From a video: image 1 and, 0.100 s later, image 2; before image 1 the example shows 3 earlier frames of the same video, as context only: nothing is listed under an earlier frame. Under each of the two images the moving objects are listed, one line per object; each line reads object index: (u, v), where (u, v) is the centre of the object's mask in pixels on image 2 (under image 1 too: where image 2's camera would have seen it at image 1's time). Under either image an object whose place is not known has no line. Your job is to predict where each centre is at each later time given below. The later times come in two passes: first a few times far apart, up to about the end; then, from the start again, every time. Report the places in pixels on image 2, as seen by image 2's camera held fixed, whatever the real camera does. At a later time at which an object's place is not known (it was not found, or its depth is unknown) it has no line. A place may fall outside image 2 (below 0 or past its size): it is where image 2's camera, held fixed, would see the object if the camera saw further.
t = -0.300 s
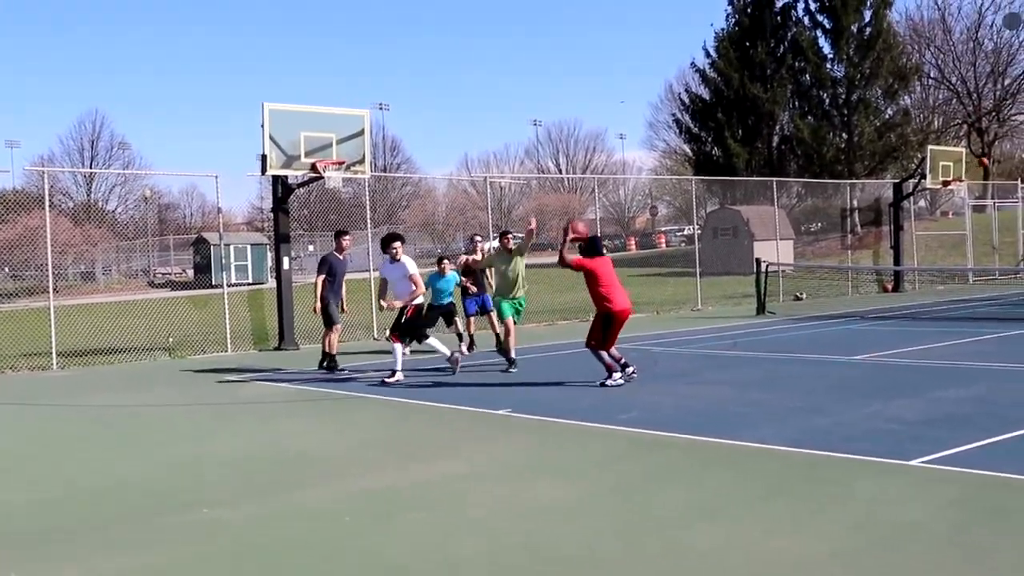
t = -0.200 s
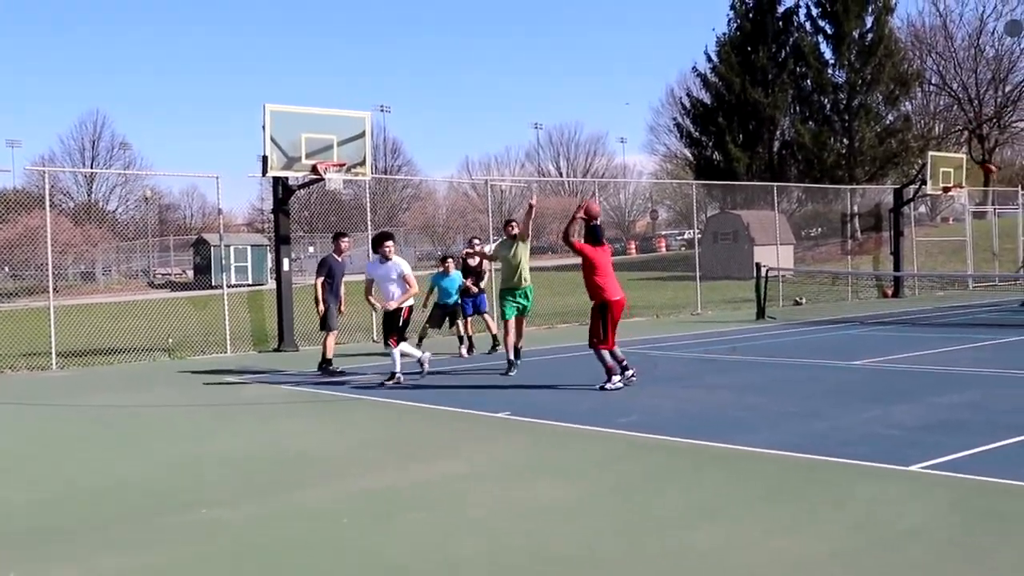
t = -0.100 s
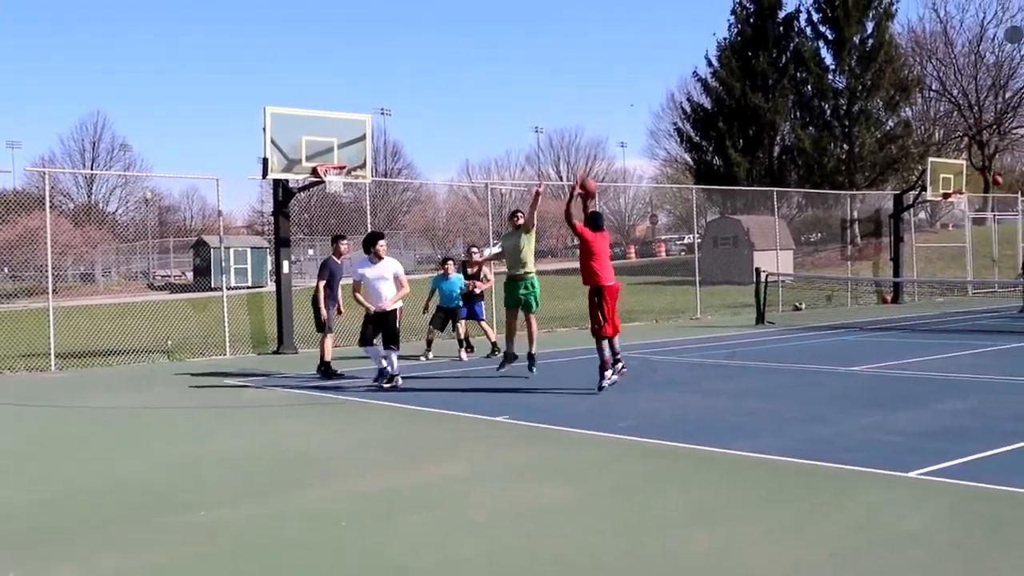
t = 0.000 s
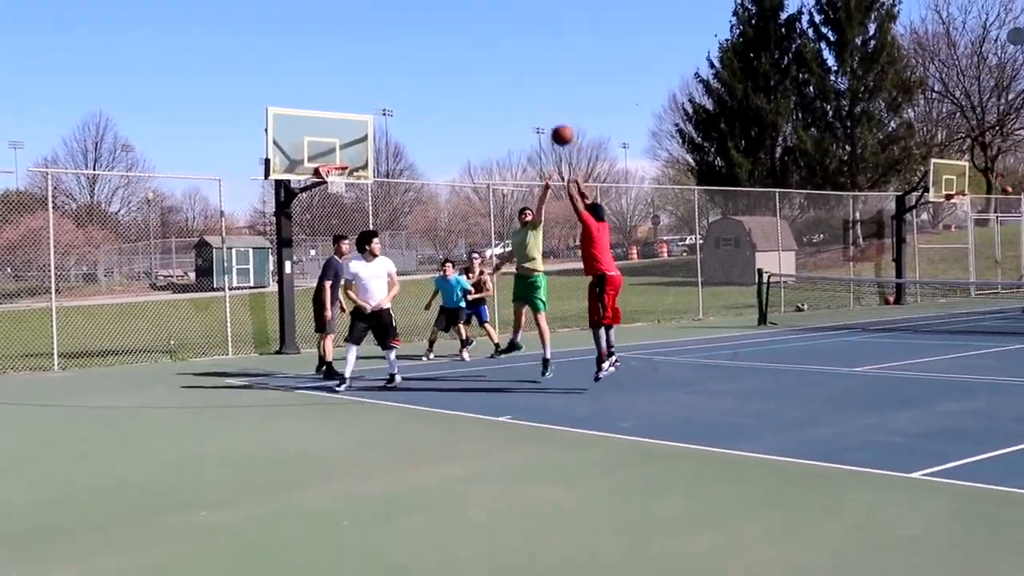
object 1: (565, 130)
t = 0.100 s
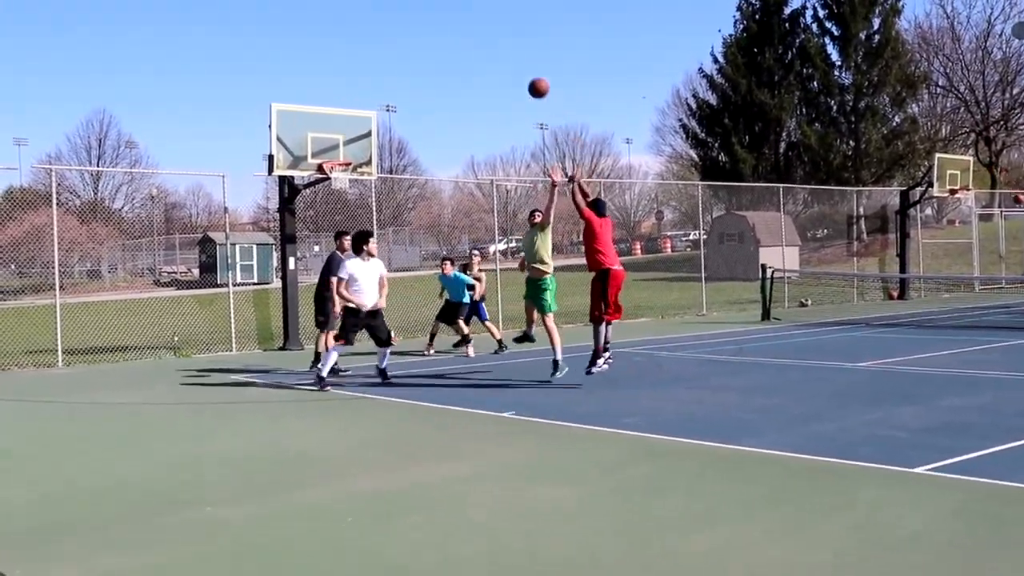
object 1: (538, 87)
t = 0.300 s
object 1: (489, 37)
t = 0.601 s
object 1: (427, 28)
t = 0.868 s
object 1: (385, 76)
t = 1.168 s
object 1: (351, 150)
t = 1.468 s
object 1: (358, 135)
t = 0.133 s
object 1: (529, 76)
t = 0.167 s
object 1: (521, 66)
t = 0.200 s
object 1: (513, 57)
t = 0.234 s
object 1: (505, 49)
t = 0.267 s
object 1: (497, 42)
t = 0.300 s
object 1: (489, 37)
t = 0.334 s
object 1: (482, 32)
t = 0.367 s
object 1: (475, 28)
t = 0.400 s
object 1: (468, 26)
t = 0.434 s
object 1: (461, 25)
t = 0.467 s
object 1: (454, 25)
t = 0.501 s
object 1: (447, 26)
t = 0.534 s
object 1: (440, 26)
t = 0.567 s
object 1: (433, 25)
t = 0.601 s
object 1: (427, 28)
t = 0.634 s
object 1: (422, 31)
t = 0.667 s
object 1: (417, 36)
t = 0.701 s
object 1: (412, 41)
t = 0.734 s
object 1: (406, 46)
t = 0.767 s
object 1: (400, 53)
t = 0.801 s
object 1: (395, 60)
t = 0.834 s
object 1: (390, 67)
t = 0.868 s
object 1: (385, 76)
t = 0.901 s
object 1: (380, 85)
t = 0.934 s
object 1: (376, 94)
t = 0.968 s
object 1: (371, 104)
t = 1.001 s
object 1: (367, 114)
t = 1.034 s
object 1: (363, 126)
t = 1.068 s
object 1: (359, 137)
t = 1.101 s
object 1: (354, 149)
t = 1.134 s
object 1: (352, 154)
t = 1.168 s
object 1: (351, 150)
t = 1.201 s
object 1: (350, 147)
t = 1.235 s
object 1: (350, 143)
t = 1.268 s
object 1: (349, 142)
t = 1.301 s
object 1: (349, 140)
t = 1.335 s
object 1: (348, 140)
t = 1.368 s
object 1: (349, 138)
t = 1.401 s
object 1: (352, 136)
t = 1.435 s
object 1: (355, 135)
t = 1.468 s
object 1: (358, 135)
